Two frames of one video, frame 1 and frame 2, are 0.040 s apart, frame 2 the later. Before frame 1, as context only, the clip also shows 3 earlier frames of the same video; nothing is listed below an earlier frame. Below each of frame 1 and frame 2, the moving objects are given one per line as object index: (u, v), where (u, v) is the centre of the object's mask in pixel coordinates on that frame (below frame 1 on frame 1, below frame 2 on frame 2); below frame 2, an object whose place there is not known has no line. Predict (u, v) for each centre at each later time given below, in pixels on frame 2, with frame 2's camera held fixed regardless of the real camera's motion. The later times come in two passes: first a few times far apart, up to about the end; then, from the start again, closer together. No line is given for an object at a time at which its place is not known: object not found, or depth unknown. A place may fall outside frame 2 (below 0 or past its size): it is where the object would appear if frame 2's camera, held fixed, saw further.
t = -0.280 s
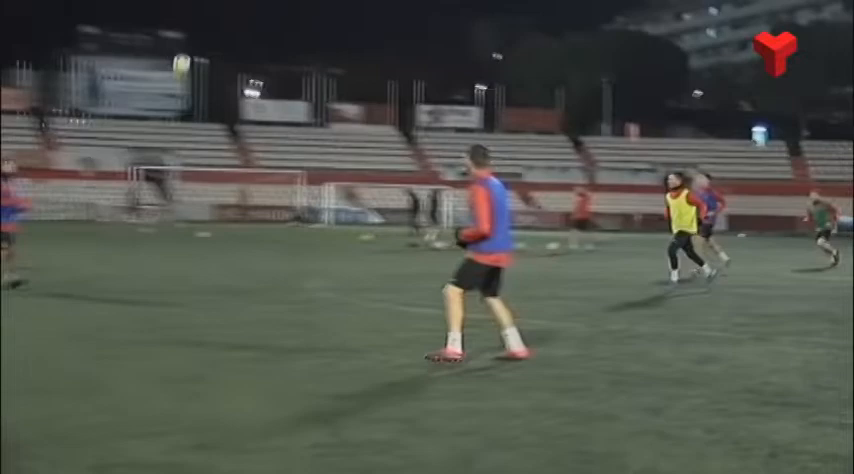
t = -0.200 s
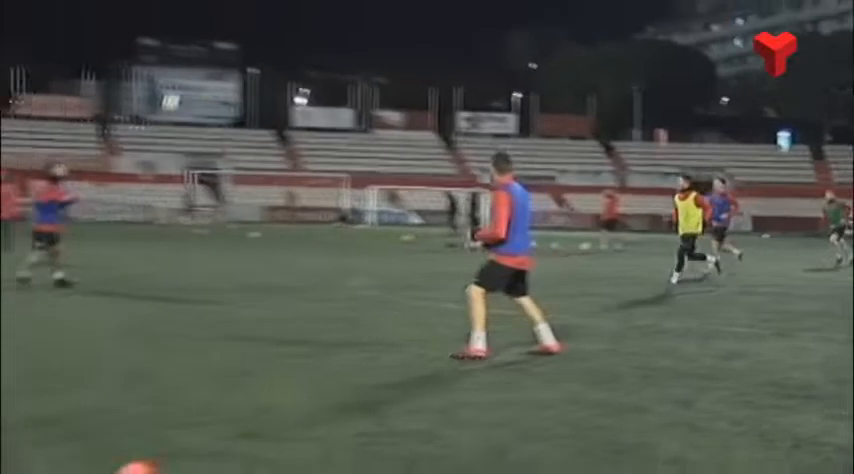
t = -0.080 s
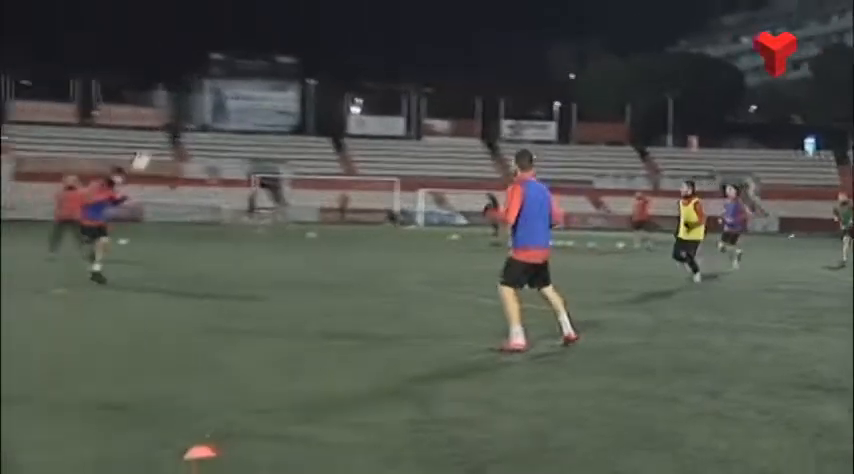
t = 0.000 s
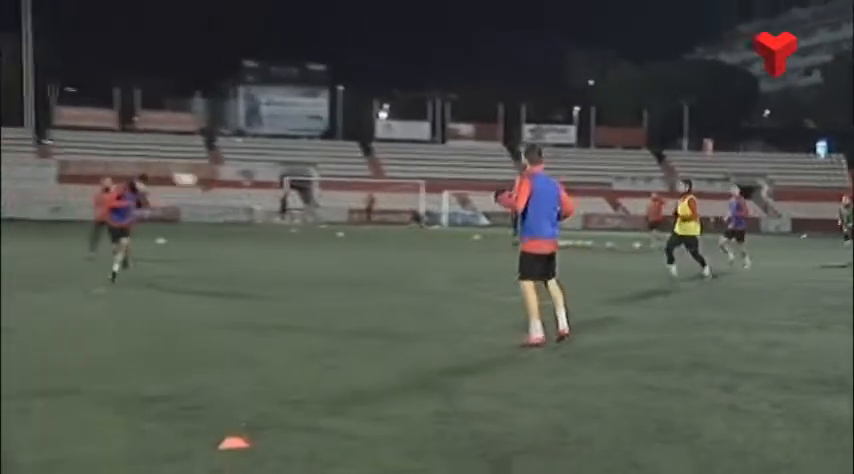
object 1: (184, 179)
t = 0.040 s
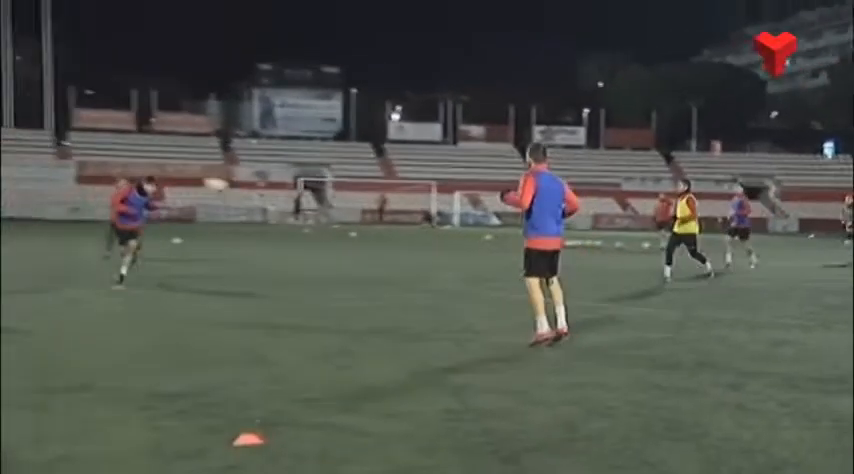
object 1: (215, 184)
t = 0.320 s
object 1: (331, 250)
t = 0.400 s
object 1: (364, 281)
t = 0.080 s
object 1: (231, 190)
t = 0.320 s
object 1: (331, 250)
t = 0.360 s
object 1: (347, 265)
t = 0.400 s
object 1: (364, 281)
